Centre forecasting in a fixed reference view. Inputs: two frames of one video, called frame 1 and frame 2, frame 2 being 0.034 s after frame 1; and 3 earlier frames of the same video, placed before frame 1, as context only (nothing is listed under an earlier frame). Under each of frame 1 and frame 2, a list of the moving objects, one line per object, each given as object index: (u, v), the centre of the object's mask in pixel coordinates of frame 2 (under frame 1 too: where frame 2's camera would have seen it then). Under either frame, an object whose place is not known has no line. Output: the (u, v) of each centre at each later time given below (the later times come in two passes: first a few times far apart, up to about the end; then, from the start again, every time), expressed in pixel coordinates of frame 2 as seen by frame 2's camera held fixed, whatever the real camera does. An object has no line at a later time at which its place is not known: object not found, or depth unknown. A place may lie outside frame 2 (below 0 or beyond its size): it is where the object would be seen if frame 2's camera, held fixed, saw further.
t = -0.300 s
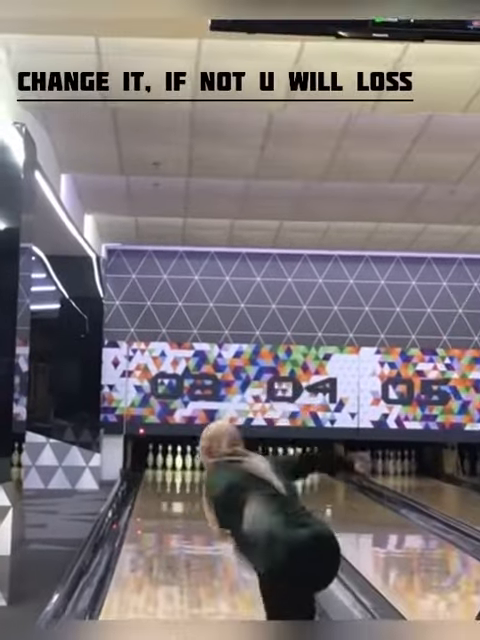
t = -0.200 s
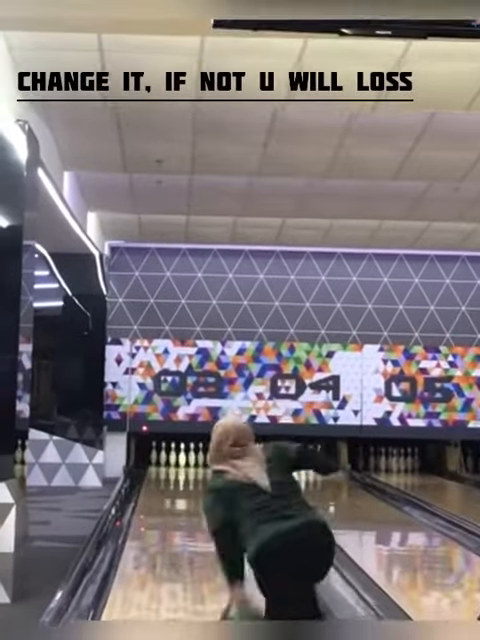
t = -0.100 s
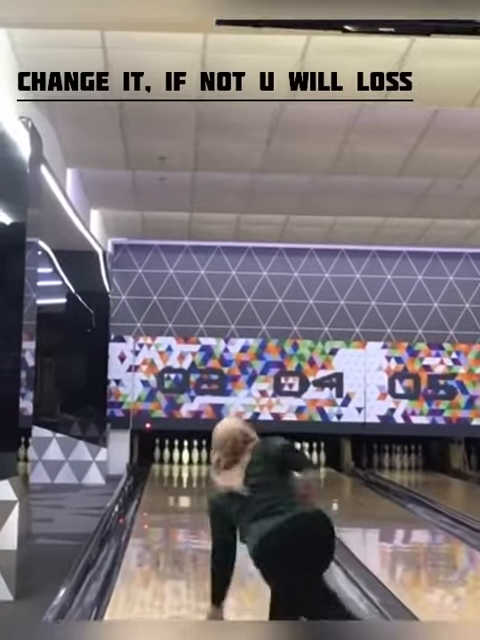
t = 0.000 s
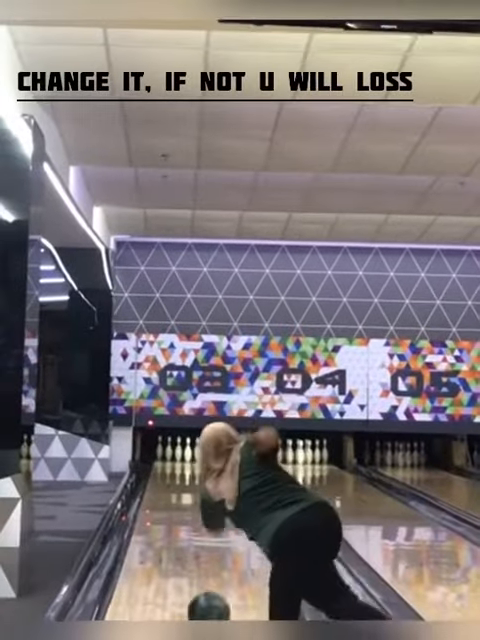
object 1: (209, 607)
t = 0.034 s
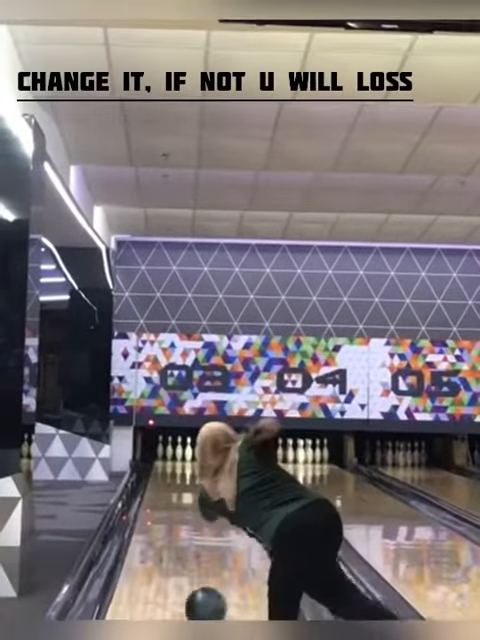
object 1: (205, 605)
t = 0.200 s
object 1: (191, 581)
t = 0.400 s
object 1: (180, 554)
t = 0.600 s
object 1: (172, 533)
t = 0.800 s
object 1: (167, 518)
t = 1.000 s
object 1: (164, 504)
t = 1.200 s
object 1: (162, 494)
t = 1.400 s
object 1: (161, 486)
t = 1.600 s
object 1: (161, 478)
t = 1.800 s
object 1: (164, 471)
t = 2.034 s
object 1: (168, 467)
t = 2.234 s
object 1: (174, 462)
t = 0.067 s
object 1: (202, 603)
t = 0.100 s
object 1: (199, 598)
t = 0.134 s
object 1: (196, 593)
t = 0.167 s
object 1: (194, 587)
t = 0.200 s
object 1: (191, 581)
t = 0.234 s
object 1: (189, 577)
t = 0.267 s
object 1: (187, 572)
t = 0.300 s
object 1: (185, 566)
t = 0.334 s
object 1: (183, 562)
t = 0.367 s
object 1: (182, 558)
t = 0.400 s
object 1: (180, 554)
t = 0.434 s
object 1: (178, 550)
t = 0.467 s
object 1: (177, 546)
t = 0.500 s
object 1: (175, 543)
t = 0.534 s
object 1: (174, 540)
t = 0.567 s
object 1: (173, 536)
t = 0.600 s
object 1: (172, 533)
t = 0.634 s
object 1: (171, 530)
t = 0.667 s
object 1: (170, 527)
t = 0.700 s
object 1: (169, 524)
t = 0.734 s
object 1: (168, 521)
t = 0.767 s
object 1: (168, 520)
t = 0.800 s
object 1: (167, 518)
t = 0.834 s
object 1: (166, 515)
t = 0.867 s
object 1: (166, 513)
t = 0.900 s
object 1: (165, 511)
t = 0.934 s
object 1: (165, 509)
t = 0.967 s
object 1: (165, 506)
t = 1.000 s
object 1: (164, 504)
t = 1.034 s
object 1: (164, 503)
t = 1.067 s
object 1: (164, 501)
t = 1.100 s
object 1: (163, 499)
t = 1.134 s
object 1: (163, 498)
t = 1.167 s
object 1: (162, 497)
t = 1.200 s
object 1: (162, 494)
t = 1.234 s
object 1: (162, 494)
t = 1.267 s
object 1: (162, 492)
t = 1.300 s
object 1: (162, 490)
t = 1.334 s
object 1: (162, 488)
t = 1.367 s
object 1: (161, 487)
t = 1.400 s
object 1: (161, 486)
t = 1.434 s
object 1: (160, 484)
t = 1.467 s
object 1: (159, 483)
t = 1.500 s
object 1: (159, 484)
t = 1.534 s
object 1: (161, 480)
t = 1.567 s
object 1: (162, 479)
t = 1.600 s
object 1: (161, 478)
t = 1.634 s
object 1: (161, 476)
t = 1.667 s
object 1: (161, 475)
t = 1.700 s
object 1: (162, 474)
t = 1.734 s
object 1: (163, 473)
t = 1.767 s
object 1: (164, 472)
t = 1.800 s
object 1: (164, 471)
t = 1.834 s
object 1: (165, 471)
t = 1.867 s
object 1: (166, 470)
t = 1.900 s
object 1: (166, 469)
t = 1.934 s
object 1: (167, 469)
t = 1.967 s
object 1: (167, 468)
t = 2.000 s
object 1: (168, 467)
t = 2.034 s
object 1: (168, 467)
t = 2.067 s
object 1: (170, 466)
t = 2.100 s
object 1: (170, 464)
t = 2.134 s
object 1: (170, 464)
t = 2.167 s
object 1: (171, 464)
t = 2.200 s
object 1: (173, 463)
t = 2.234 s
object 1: (174, 462)
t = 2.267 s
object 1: (174, 461)
